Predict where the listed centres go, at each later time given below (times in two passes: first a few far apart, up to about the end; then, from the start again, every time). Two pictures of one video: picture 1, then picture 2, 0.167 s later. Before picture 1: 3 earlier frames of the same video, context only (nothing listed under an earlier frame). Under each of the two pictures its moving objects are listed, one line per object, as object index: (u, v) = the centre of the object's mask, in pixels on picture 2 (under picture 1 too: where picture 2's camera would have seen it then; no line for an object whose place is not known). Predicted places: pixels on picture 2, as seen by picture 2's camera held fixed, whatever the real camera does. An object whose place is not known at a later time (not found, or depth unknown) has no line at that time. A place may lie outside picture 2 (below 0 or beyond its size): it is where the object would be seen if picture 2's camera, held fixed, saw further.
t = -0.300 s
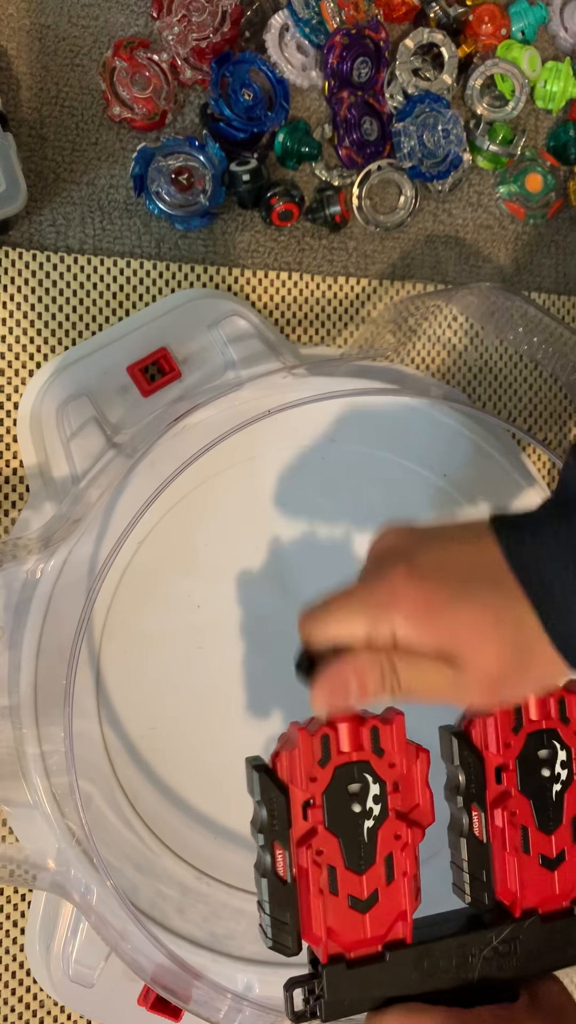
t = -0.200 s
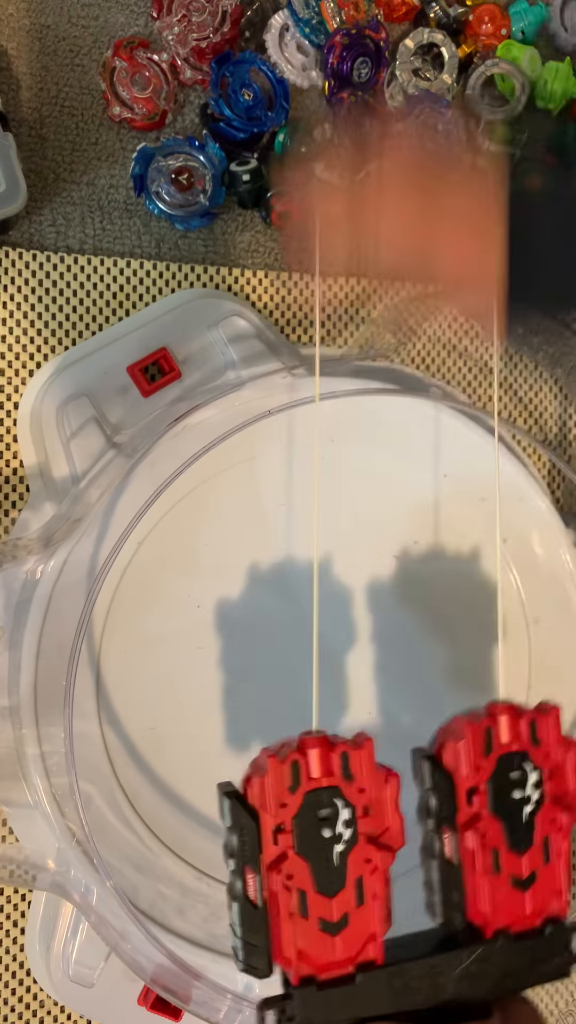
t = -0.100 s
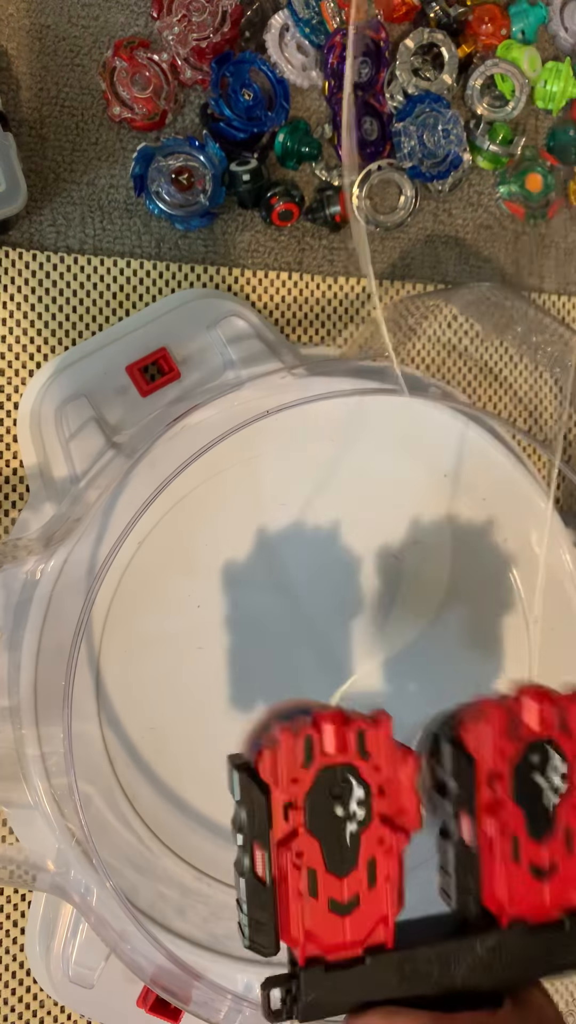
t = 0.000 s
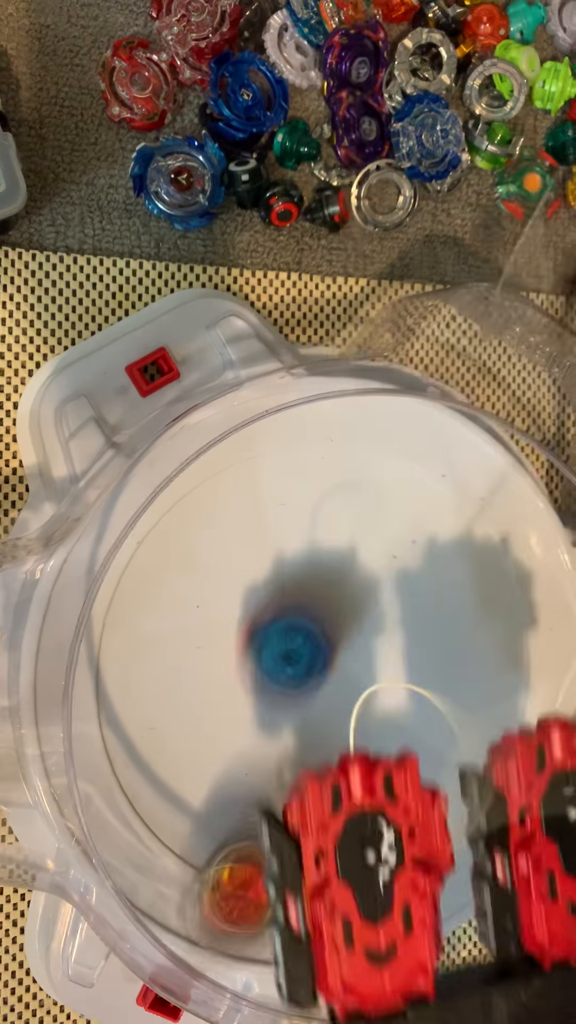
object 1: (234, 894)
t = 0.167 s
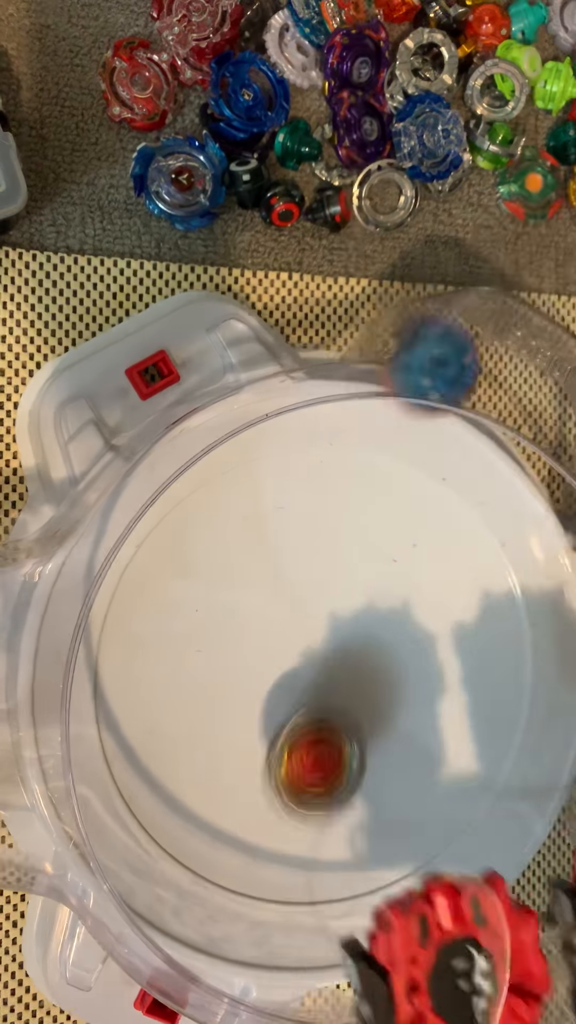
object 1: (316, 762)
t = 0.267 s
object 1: (376, 650)
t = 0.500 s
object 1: (426, 524)
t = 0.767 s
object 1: (275, 584)
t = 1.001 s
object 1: (280, 677)
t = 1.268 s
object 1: (411, 681)
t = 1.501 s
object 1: (419, 616)
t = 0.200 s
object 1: (335, 725)
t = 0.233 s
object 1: (361, 686)
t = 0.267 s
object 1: (376, 650)
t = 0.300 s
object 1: (397, 620)
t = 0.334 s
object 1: (414, 594)
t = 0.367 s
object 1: (427, 572)
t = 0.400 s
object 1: (435, 553)
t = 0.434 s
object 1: (438, 539)
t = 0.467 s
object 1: (436, 528)
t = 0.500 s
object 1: (426, 524)
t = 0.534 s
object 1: (410, 521)
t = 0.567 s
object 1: (389, 523)
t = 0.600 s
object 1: (368, 528)
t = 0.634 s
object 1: (348, 534)
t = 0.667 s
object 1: (327, 545)
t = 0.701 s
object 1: (306, 557)
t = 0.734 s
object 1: (290, 570)
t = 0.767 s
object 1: (275, 584)
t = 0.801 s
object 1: (263, 598)
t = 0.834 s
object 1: (255, 612)
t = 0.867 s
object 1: (251, 626)
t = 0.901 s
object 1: (252, 641)
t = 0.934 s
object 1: (258, 656)
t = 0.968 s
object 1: (268, 667)
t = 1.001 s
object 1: (280, 677)
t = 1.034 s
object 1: (296, 686)
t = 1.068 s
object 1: (311, 691)
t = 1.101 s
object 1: (331, 697)
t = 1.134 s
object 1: (349, 698)
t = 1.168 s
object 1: (366, 696)
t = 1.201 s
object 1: (382, 694)
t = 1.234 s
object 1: (397, 689)
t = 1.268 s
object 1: (411, 681)
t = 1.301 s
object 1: (422, 673)
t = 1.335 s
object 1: (430, 663)
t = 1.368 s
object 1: (435, 653)
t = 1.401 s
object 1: (436, 641)
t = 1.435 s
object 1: (433, 632)
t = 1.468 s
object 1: (428, 623)
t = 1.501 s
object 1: (419, 616)
